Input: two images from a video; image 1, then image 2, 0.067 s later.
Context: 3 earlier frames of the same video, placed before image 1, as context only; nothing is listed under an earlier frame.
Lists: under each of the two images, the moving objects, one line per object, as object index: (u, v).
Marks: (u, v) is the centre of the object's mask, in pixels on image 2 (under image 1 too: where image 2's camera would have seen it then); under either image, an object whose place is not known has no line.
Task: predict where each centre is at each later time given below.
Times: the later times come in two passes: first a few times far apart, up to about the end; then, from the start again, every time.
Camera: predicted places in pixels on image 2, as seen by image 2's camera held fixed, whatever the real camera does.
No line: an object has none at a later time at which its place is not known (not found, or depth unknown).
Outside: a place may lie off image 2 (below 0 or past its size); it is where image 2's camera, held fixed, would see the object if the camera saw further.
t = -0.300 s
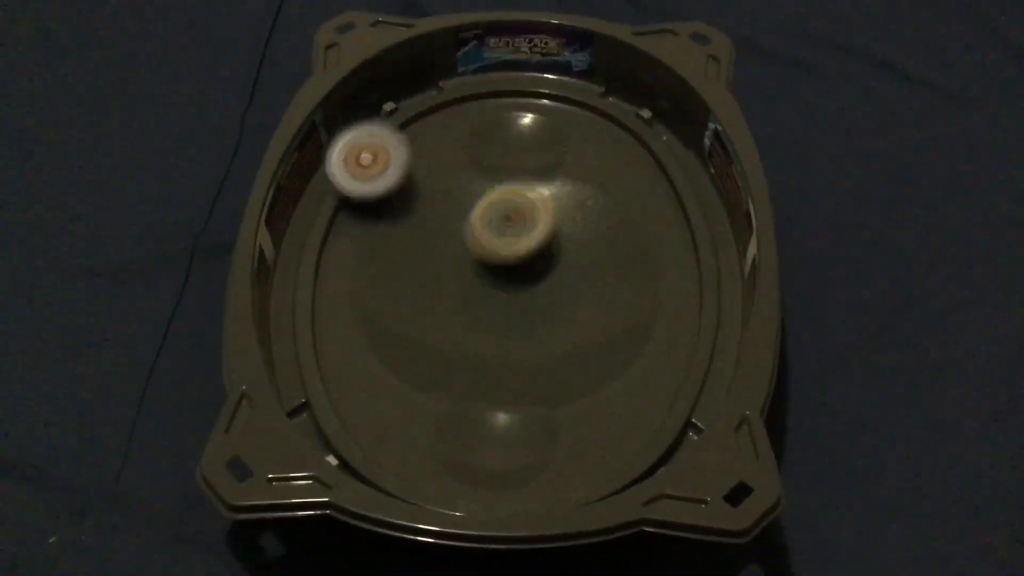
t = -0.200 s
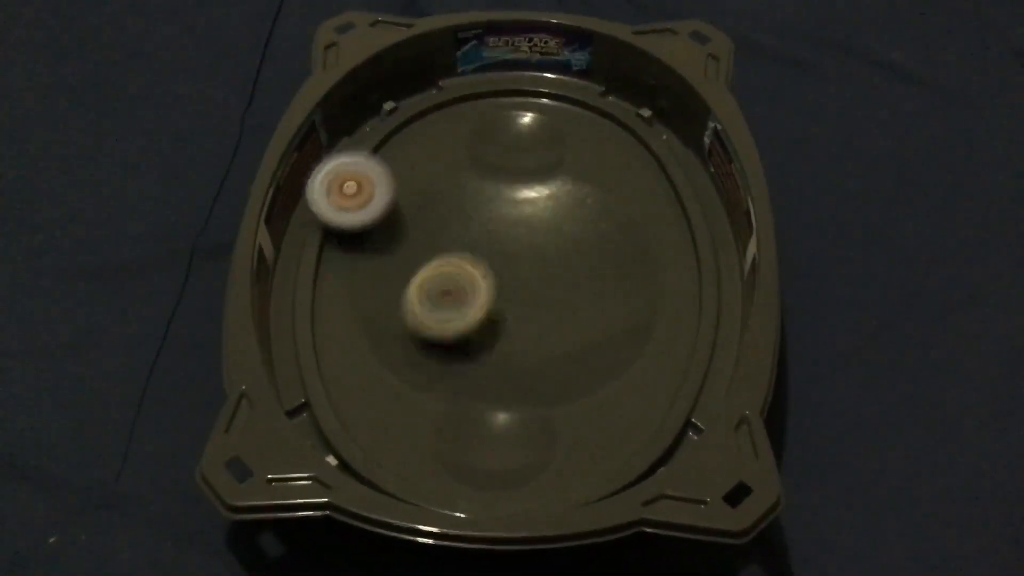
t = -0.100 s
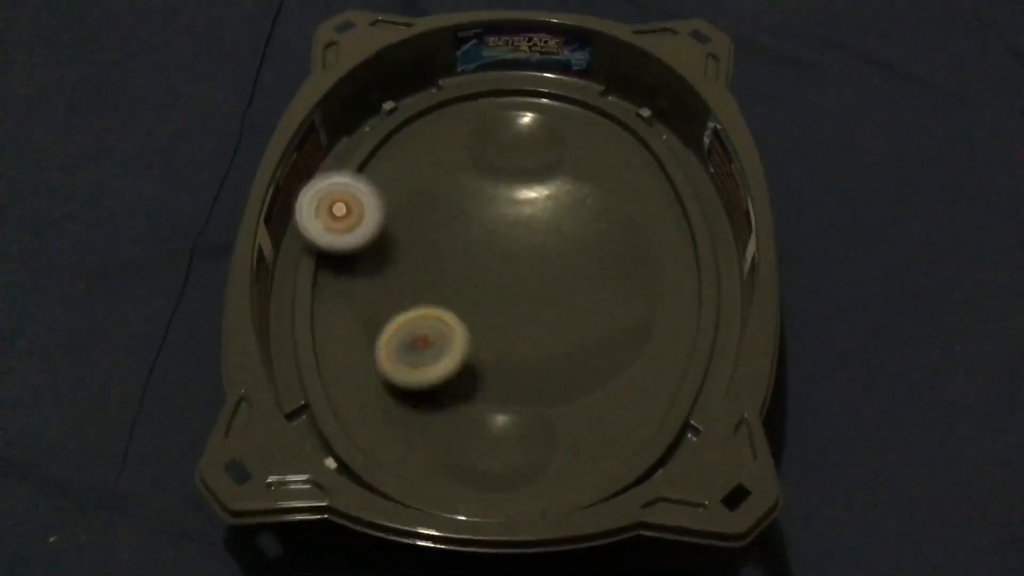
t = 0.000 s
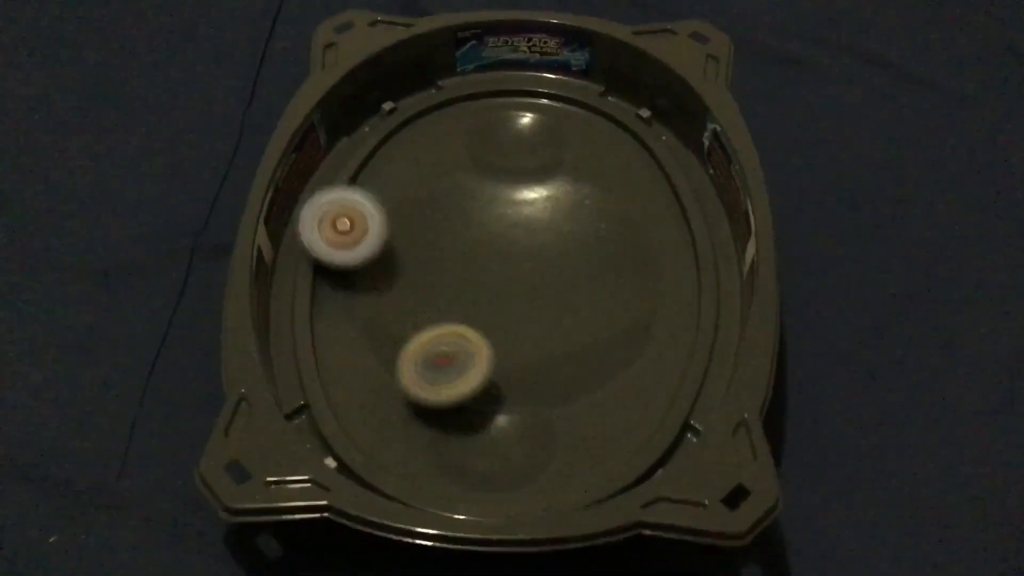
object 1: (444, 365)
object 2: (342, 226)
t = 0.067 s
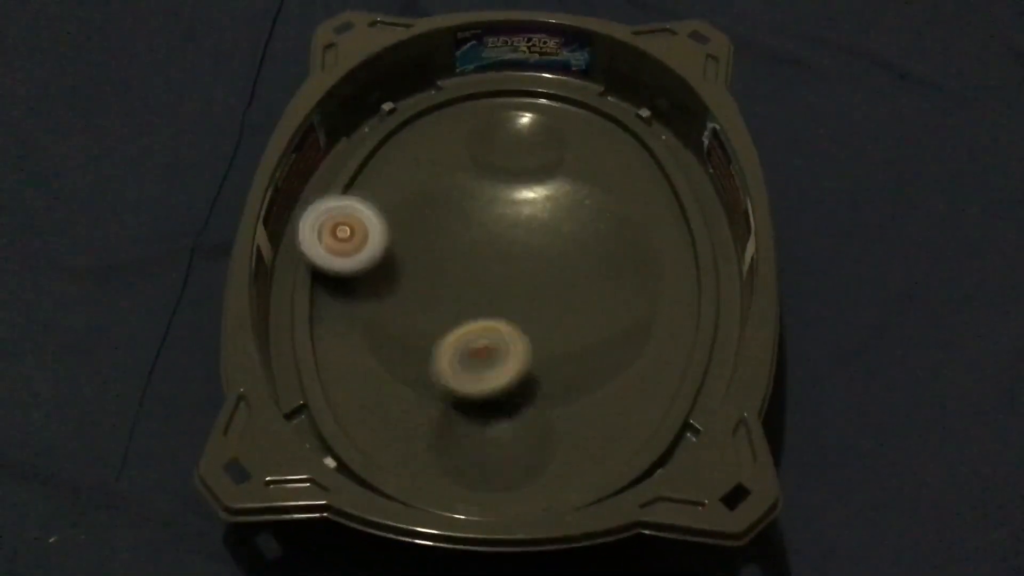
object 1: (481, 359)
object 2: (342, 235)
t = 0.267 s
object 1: (590, 252)
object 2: (336, 250)
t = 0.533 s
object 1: (466, 171)
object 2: (332, 282)
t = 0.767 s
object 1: (443, 294)
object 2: (367, 352)
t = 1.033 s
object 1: (612, 238)
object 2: (519, 439)
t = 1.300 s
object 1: (446, 203)
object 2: (502, 387)
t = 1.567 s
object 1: (446, 336)
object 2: (521, 420)
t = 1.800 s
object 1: (604, 259)
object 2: (494, 421)
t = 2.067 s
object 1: (477, 152)
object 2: (515, 360)
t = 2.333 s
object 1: (421, 319)
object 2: (503, 210)
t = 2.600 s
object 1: (620, 288)
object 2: (541, 174)
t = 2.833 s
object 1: (667, 162)
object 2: (352, 217)
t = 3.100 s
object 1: (558, 147)
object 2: (475, 288)
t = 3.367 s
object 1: (450, 292)
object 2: (598, 280)
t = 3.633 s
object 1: (463, 392)
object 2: (534, 239)
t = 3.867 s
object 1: (502, 422)
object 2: (533, 207)
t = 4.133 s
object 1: (474, 311)
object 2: (508, 252)
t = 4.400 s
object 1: (397, 281)
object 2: (522, 131)
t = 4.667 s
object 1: (546, 232)
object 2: (497, 126)
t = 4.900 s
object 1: (601, 204)
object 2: (483, 131)
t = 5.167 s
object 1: (520, 272)
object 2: (430, 131)
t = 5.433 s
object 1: (434, 250)
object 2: (531, 205)
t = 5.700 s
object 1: (426, 289)
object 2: (667, 247)
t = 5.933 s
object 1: (506, 278)
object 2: (663, 225)
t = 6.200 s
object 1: (507, 236)
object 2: (608, 243)
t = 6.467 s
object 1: (450, 248)
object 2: (539, 291)
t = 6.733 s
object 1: (435, 250)
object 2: (577, 323)
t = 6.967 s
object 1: (470, 245)
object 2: (540, 289)
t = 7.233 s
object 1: (457, 244)
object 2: (539, 278)
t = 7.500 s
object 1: (443, 252)
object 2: (543, 260)
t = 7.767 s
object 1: (454, 242)
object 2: (544, 254)
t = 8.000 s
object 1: (446, 241)
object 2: (572, 251)
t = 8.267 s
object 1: (476, 264)
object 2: (554, 275)
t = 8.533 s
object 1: (482, 266)
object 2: (561, 287)
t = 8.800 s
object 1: (475, 270)
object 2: (553, 278)
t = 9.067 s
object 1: (475, 270)
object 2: (552, 278)
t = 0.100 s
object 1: (503, 351)
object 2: (340, 238)
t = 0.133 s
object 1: (525, 338)
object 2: (337, 241)
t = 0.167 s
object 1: (549, 318)
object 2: (333, 243)
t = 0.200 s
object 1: (570, 300)
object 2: (334, 245)
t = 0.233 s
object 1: (584, 275)
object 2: (336, 248)
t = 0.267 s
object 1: (590, 252)
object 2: (336, 250)
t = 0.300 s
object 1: (590, 227)
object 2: (335, 253)
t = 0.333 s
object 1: (584, 204)
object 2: (333, 257)
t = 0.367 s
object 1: (572, 189)
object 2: (331, 261)
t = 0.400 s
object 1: (555, 175)
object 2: (331, 264)
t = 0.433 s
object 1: (535, 165)
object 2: (331, 268)
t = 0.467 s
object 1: (511, 161)
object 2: (333, 271)
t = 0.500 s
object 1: (488, 165)
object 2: (332, 276)
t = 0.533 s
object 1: (466, 171)
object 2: (332, 282)
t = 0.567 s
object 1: (442, 180)
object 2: (332, 289)
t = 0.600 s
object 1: (421, 198)
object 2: (330, 297)
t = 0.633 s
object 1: (407, 216)
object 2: (328, 306)
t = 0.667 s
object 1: (396, 240)
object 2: (330, 310)
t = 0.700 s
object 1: (392, 265)
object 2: (332, 316)
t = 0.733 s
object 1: (413, 284)
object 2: (342, 333)
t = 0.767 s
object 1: (443, 294)
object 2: (367, 352)
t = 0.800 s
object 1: (478, 299)
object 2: (387, 369)
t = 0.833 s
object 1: (512, 303)
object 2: (406, 383)
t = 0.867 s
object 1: (543, 301)
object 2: (424, 397)
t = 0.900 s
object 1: (569, 292)
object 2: (440, 410)
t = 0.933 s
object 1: (590, 279)
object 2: (456, 422)
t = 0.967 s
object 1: (604, 265)
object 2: (476, 434)
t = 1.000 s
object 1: (611, 252)
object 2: (498, 441)
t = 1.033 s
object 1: (612, 238)
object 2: (519, 439)
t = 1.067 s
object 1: (609, 230)
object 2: (537, 433)
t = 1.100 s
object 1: (596, 216)
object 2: (548, 425)
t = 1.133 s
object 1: (580, 209)
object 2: (553, 414)
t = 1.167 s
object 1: (555, 200)
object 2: (551, 405)
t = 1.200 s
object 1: (530, 196)
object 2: (544, 396)
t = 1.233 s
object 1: (503, 195)
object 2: (531, 389)
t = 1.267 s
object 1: (474, 197)
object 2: (516, 386)
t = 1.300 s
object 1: (446, 203)
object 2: (502, 387)
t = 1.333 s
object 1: (422, 213)
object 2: (490, 389)
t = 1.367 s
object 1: (404, 225)
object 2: (482, 394)
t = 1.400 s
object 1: (390, 242)
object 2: (479, 400)
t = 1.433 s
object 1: (385, 261)
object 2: (483, 405)
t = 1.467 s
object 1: (386, 283)
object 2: (492, 411)
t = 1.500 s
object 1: (396, 304)
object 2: (503, 415)
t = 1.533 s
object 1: (419, 316)
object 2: (514, 418)
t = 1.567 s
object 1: (446, 336)
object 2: (521, 420)
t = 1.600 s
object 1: (473, 345)
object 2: (525, 423)
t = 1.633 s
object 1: (503, 348)
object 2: (525, 420)
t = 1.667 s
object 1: (531, 332)
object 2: (521, 424)
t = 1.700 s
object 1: (559, 321)
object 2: (516, 427)
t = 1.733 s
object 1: (581, 305)
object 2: (507, 429)
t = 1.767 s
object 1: (596, 282)
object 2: (500, 426)
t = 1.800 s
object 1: (604, 259)
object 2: (494, 421)
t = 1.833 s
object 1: (606, 237)
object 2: (491, 414)
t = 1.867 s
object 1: (599, 214)
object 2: (491, 404)
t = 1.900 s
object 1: (589, 196)
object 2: (493, 395)
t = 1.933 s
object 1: (568, 175)
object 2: (496, 386)
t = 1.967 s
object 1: (546, 165)
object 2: (501, 379)
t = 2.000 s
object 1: (522, 158)
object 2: (506, 374)
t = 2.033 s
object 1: (498, 154)
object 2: (511, 368)
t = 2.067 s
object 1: (477, 152)
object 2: (515, 360)
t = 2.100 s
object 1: (457, 157)
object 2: (515, 347)
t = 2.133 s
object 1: (436, 170)
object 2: (511, 333)
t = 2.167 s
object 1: (419, 187)
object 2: (505, 315)
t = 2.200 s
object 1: (404, 210)
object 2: (501, 294)
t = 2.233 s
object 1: (397, 238)
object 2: (501, 272)
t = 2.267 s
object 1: (399, 267)
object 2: (498, 251)
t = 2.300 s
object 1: (406, 292)
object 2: (500, 230)
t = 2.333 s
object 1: (421, 319)
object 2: (503, 210)
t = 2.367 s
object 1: (445, 336)
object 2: (507, 192)
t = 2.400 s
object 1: (473, 351)
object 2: (514, 177)
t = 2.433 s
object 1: (503, 351)
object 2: (519, 167)
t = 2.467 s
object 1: (534, 357)
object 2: (526, 161)
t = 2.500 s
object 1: (562, 347)
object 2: (531, 158)
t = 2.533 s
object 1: (586, 335)
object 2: (536, 159)
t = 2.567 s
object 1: (606, 314)
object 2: (539, 165)
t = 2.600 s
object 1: (620, 288)
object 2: (541, 174)
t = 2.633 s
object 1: (623, 264)
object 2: (541, 186)
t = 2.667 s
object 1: (621, 237)
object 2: (540, 201)
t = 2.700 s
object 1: (628, 216)
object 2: (518, 212)
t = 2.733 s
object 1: (656, 199)
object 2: (467, 218)
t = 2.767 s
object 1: (672, 185)
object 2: (423, 219)
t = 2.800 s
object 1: (672, 171)
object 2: (385, 217)
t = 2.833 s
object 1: (667, 162)
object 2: (352, 217)
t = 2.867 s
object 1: (659, 156)
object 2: (322, 208)
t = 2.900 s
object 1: (647, 155)
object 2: (328, 204)
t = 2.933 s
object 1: (628, 154)
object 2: (343, 210)
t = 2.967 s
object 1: (611, 150)
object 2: (359, 227)
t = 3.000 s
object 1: (597, 145)
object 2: (381, 258)
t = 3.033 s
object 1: (582, 146)
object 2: (409, 272)
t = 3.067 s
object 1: (570, 146)
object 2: (439, 281)
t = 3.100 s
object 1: (558, 147)
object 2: (475, 288)
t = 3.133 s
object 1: (546, 156)
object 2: (506, 290)
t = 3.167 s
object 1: (531, 171)
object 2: (535, 290)
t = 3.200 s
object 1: (512, 190)
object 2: (561, 288)
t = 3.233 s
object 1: (493, 213)
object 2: (581, 285)
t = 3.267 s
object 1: (477, 231)
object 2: (594, 282)
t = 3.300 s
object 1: (465, 253)
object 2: (601, 280)
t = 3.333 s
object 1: (456, 269)
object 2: (602, 279)
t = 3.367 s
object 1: (450, 292)
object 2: (598, 280)
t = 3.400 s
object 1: (445, 306)
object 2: (588, 281)
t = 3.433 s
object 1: (446, 323)
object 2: (576, 285)
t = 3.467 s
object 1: (450, 329)
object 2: (561, 288)
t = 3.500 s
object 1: (461, 337)
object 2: (546, 292)
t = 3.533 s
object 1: (470, 341)
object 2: (531, 293)
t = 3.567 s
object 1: (467, 356)
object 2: (530, 278)
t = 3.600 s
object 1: (464, 368)
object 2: (533, 258)
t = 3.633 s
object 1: (463, 392)
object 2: (534, 239)
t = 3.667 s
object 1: (461, 412)
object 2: (534, 224)
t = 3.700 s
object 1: (462, 425)
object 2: (534, 211)
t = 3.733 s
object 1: (466, 437)
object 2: (533, 204)
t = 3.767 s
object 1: (473, 440)
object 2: (532, 202)
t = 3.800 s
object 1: (479, 440)
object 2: (532, 202)
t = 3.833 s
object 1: (492, 434)
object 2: (533, 204)
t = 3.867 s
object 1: (502, 422)
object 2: (533, 207)
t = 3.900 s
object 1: (507, 409)
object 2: (534, 211)
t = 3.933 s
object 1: (509, 391)
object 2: (535, 215)
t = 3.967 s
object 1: (507, 373)
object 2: (535, 220)
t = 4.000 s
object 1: (504, 361)
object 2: (534, 226)
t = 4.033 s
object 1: (497, 351)
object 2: (530, 234)
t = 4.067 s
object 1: (490, 343)
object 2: (524, 241)
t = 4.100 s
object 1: (484, 328)
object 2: (516, 248)
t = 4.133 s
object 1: (474, 311)
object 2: (508, 252)
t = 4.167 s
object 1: (452, 311)
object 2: (515, 228)
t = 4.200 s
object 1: (431, 308)
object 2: (527, 197)
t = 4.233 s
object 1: (415, 308)
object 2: (534, 174)
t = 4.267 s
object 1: (402, 305)
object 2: (538, 157)
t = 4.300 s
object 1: (390, 300)
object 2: (543, 145)
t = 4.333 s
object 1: (386, 294)
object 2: (541, 139)
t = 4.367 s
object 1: (389, 288)
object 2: (533, 134)
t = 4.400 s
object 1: (397, 281)
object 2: (522, 131)
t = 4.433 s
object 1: (407, 275)
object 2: (510, 127)
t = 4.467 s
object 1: (427, 272)
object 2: (501, 122)
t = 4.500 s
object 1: (450, 264)
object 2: (496, 119)
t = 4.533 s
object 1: (470, 261)
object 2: (491, 115)
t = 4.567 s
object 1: (492, 256)
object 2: (489, 114)
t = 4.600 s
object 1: (511, 249)
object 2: (489, 115)
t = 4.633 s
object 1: (529, 242)
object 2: (493, 119)
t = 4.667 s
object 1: (546, 232)
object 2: (497, 126)
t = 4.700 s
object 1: (559, 221)
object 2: (503, 133)
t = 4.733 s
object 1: (568, 211)
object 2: (509, 140)
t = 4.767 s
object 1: (574, 202)
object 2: (513, 144)
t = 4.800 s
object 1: (577, 195)
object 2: (516, 147)
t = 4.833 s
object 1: (578, 191)
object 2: (515, 148)
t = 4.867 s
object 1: (591, 196)
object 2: (498, 142)
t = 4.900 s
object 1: (601, 204)
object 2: (483, 131)
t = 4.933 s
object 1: (605, 214)
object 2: (471, 124)
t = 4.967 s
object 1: (604, 226)
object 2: (462, 120)
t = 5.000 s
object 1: (597, 237)
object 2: (452, 118)
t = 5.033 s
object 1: (585, 249)
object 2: (442, 117)
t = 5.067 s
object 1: (571, 262)
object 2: (435, 117)
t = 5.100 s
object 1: (556, 269)
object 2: (430, 120)
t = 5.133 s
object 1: (539, 270)
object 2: (430, 126)
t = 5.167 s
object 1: (520, 272)
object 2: (430, 131)
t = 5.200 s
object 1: (502, 273)
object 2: (433, 136)
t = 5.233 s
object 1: (485, 274)
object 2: (437, 141)
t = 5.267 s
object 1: (471, 273)
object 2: (441, 147)
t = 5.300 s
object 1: (459, 270)
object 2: (450, 156)
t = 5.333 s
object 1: (451, 262)
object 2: (464, 169)
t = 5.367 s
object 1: (447, 254)
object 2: (479, 183)
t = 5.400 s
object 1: (442, 248)
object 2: (497, 197)
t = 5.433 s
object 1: (434, 250)
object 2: (531, 205)
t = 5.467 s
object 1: (429, 254)
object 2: (562, 208)
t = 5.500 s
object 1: (425, 258)
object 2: (596, 214)
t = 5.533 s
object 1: (423, 262)
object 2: (619, 219)
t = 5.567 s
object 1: (422, 267)
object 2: (638, 225)
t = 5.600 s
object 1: (422, 272)
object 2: (650, 232)
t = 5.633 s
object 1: (422, 277)
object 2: (660, 239)
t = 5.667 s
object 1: (422, 282)
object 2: (664, 244)
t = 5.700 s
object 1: (426, 289)
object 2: (667, 247)
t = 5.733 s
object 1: (434, 292)
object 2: (670, 247)
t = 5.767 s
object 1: (442, 293)
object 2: (673, 245)
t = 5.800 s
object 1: (455, 295)
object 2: (676, 240)
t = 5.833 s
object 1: (469, 293)
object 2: (676, 236)
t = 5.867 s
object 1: (483, 290)
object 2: (672, 232)
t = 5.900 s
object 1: (495, 284)
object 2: (668, 228)
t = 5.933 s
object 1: (506, 278)
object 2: (663, 225)
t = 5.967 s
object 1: (515, 273)
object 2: (659, 222)
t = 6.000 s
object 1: (524, 266)
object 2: (651, 219)
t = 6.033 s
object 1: (531, 260)
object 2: (638, 220)
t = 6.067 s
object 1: (536, 253)
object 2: (626, 227)
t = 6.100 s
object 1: (531, 248)
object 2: (624, 228)
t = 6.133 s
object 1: (520, 243)
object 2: (625, 232)
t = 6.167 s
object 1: (513, 239)
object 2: (616, 236)
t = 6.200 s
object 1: (507, 236)
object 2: (608, 243)
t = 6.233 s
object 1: (503, 237)
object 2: (597, 250)
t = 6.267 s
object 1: (499, 235)
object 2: (584, 256)
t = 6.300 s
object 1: (489, 234)
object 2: (578, 261)
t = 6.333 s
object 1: (477, 234)
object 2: (570, 268)
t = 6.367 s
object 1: (468, 234)
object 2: (564, 274)
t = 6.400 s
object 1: (459, 238)
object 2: (555, 282)
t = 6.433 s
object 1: (454, 244)
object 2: (546, 287)
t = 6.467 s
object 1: (450, 248)
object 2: (539, 291)
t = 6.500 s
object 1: (448, 256)
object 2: (533, 295)
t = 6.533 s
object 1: (450, 264)
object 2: (528, 298)
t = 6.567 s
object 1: (451, 268)
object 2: (530, 300)
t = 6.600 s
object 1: (446, 261)
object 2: (548, 307)
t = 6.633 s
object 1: (438, 258)
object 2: (558, 314)
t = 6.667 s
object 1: (435, 253)
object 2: (566, 317)
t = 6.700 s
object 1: (434, 251)
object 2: (571, 321)
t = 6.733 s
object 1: (435, 250)
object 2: (577, 323)
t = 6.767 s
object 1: (435, 248)
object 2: (576, 323)
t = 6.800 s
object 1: (440, 245)
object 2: (574, 319)
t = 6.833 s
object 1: (443, 243)
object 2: (568, 317)
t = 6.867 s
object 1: (451, 242)
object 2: (559, 313)
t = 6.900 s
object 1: (458, 242)
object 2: (551, 308)
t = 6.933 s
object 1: (466, 243)
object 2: (543, 299)
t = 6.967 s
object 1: (470, 245)
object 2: (540, 289)
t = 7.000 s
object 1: (458, 238)
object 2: (558, 283)
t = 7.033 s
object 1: (449, 225)
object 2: (562, 283)
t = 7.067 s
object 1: (449, 223)
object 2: (569, 279)
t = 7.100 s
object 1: (445, 222)
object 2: (568, 277)
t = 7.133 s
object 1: (449, 220)
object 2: (561, 277)
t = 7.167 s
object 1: (453, 228)
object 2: (554, 280)
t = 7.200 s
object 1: (456, 235)
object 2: (547, 277)
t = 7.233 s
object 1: (457, 244)
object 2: (539, 278)
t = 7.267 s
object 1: (452, 247)
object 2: (536, 274)
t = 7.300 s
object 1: (448, 247)
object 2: (537, 272)
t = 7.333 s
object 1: (448, 248)
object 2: (537, 268)
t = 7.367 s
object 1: (451, 249)
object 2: (539, 267)
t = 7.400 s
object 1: (449, 251)
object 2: (538, 263)
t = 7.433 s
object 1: (446, 251)
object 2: (540, 261)
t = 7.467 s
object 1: (444, 251)
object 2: (540, 263)
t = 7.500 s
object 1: (443, 252)
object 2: (543, 260)
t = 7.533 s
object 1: (442, 253)
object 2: (538, 262)
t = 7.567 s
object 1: (441, 253)
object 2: (537, 260)
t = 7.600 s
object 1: (444, 249)
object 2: (536, 264)
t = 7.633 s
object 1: (448, 249)
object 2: (534, 262)
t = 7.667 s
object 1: (444, 245)
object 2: (536, 262)
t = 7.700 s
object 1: (447, 240)
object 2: (543, 260)
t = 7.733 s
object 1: (451, 241)
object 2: (546, 257)
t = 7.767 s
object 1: (454, 242)
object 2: (544, 254)
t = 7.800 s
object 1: (457, 247)
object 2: (545, 252)
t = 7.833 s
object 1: (451, 250)
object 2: (548, 250)
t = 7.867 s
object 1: (439, 246)
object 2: (562, 248)
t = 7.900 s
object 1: (432, 242)
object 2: (572, 246)
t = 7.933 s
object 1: (434, 240)
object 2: (572, 249)
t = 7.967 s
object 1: (436, 239)
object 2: (574, 249)
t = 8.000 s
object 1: (446, 241)
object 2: (572, 251)
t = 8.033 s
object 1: (457, 243)
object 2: (571, 258)
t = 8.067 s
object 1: (468, 251)
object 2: (563, 266)
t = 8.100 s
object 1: (476, 257)
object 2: (561, 270)
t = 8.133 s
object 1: (478, 262)
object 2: (557, 269)
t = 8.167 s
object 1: (477, 261)
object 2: (562, 270)
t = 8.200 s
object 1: (475, 261)
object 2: (564, 269)
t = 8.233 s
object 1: (475, 262)
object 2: (560, 274)
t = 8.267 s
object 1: (476, 264)
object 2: (554, 275)
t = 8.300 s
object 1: (473, 263)
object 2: (554, 275)
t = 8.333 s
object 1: (478, 261)
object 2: (555, 277)
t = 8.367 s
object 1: (481, 264)
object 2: (557, 279)
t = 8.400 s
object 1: (482, 264)
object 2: (559, 282)
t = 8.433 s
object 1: (484, 262)
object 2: (560, 284)
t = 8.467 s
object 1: (484, 265)
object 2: (561, 286)
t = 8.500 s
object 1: (482, 266)
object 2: (561, 287)
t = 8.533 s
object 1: (482, 266)
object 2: (561, 287)
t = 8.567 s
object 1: (482, 269)
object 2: (560, 285)
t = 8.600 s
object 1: (481, 270)
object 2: (559, 284)
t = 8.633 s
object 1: (480, 270)
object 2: (556, 281)
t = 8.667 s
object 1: (478, 270)
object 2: (554, 279)
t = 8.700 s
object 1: (475, 269)
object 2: (554, 278)
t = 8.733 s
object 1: (474, 269)
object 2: (553, 278)
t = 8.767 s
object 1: (474, 269)
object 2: (553, 278)
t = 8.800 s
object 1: (475, 270)
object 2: (553, 278)
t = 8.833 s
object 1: (476, 270)
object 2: (553, 278)
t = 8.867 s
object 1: (476, 270)
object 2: (553, 279)
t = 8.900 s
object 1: (476, 270)
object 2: (553, 278)
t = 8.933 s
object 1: (475, 270)
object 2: (552, 278)
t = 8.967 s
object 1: (475, 270)
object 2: (552, 278)
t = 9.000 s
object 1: (475, 270)
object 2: (552, 278)
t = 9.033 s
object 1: (475, 270)
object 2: (552, 278)
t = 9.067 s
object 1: (475, 270)
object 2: (552, 278)
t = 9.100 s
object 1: (475, 270)
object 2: (552, 278)
